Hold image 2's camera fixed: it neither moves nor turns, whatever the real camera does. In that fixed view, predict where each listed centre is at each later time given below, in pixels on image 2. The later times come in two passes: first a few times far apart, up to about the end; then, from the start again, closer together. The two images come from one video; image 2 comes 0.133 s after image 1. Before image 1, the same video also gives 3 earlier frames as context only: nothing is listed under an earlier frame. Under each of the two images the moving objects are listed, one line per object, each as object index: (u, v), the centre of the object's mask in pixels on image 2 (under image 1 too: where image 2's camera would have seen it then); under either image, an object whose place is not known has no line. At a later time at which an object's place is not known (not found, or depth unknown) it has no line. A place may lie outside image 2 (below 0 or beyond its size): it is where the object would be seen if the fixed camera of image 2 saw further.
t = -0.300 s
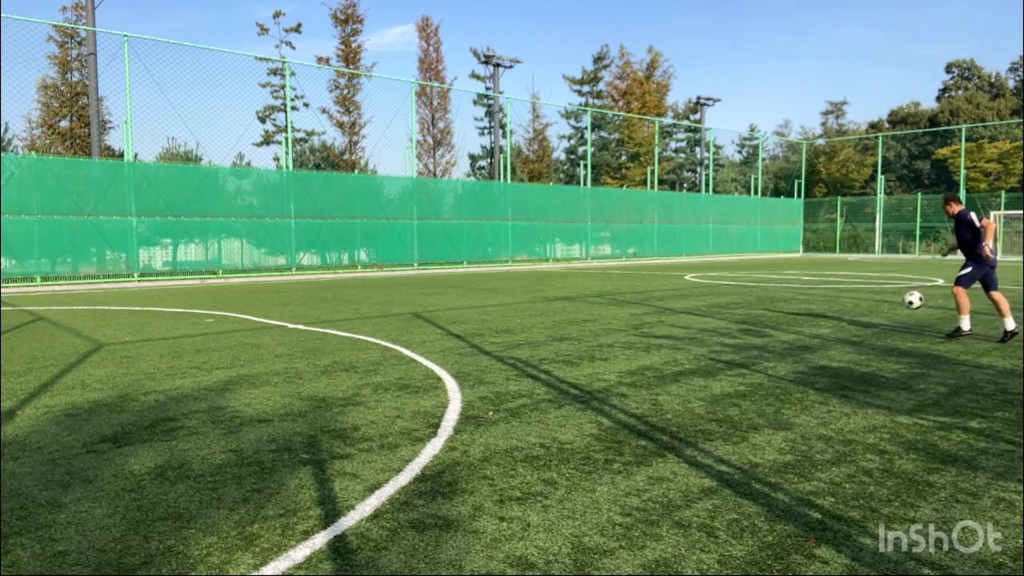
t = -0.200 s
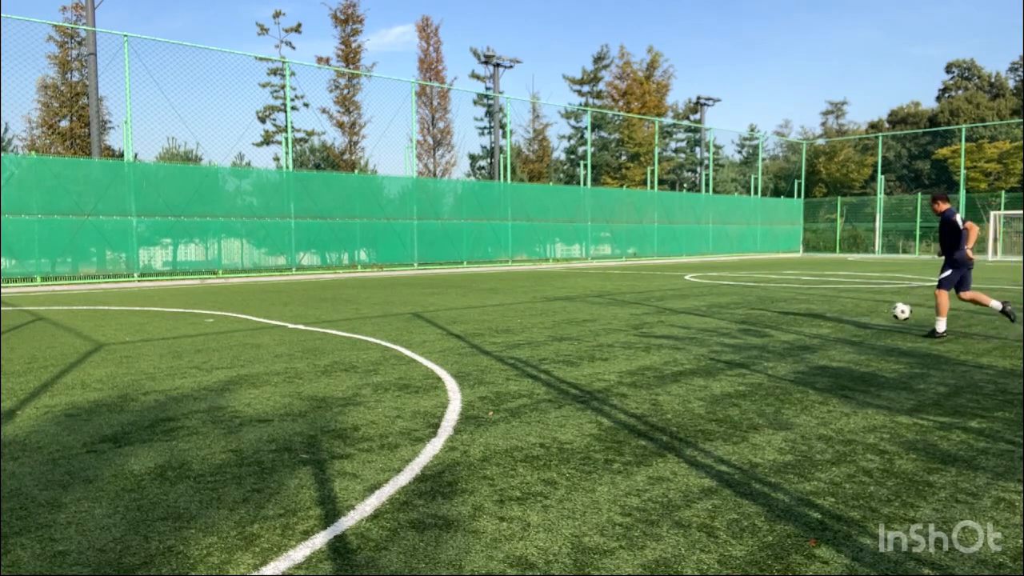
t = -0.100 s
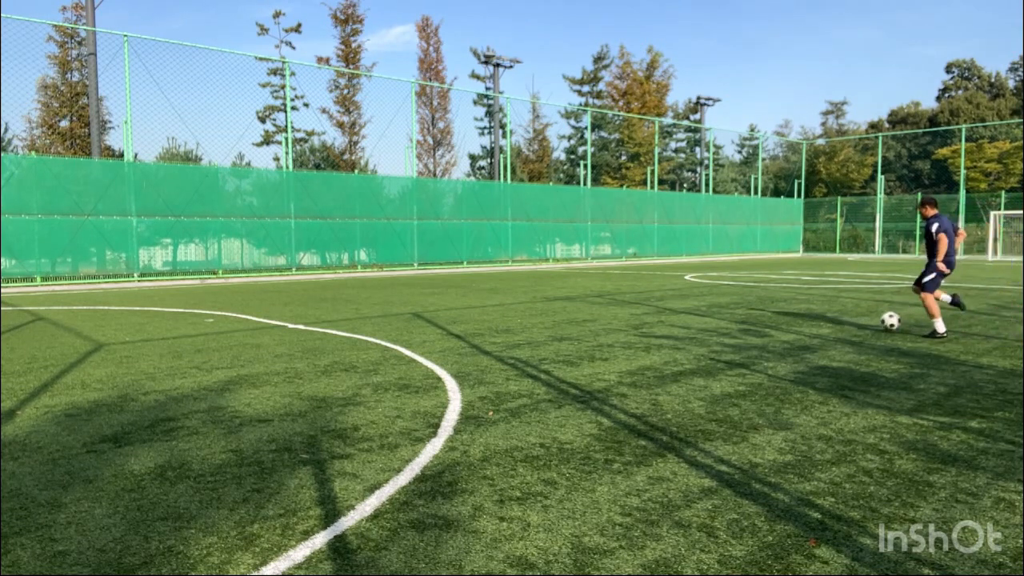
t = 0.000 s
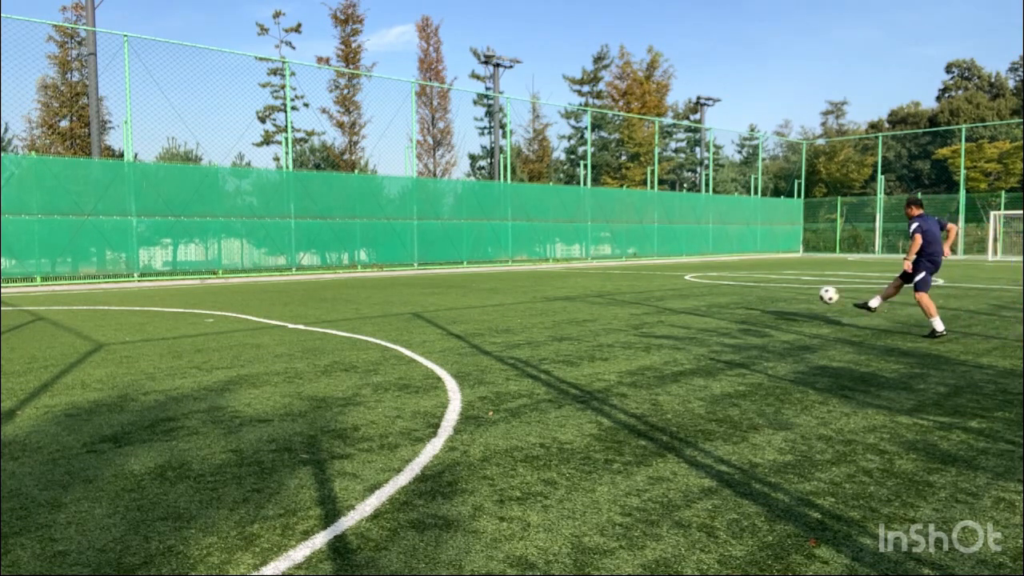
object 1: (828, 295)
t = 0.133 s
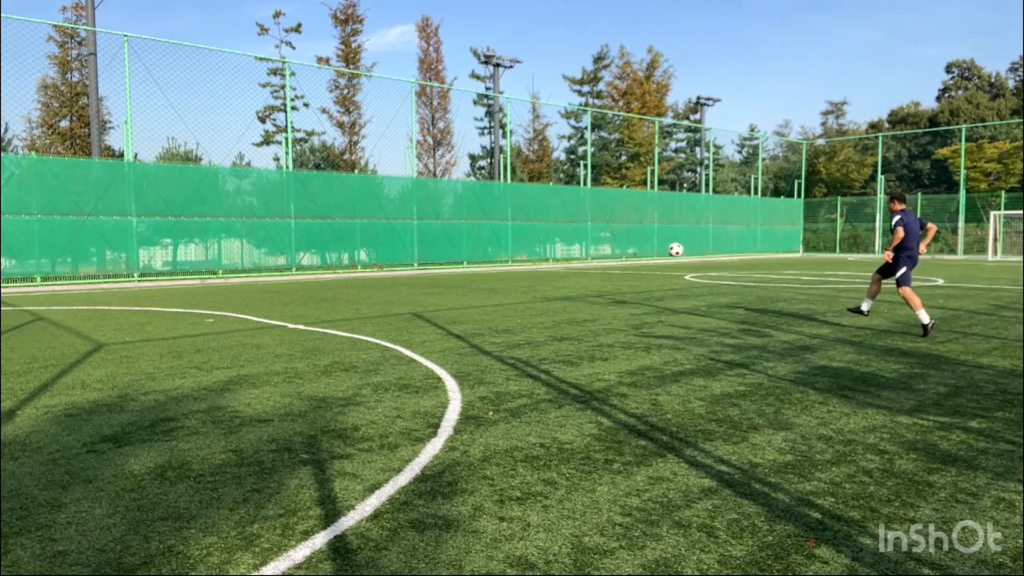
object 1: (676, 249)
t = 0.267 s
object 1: (564, 224)
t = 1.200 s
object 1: (266, 259)
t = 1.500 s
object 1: (271, 262)
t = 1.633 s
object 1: (272, 255)
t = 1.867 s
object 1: (275, 260)
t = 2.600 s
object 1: (291, 281)
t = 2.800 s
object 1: (294, 274)
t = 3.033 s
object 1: (299, 282)
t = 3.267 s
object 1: (304, 282)
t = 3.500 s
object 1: (310, 285)
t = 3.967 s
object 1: (319, 287)
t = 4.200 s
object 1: (324, 288)
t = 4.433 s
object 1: (328, 289)
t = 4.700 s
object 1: (332, 290)
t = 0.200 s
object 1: (616, 235)
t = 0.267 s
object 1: (564, 224)
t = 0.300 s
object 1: (542, 219)
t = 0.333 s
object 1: (520, 216)
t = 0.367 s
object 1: (499, 213)
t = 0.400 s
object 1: (480, 211)
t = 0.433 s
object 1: (461, 210)
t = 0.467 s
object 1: (445, 209)
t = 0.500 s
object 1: (428, 208)
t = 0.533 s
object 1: (413, 208)
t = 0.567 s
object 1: (399, 209)
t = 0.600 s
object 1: (385, 209)
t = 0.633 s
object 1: (372, 210)
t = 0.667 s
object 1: (360, 211)
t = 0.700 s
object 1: (349, 213)
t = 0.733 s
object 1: (337, 215)
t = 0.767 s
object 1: (327, 217)
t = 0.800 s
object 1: (317, 219)
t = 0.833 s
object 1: (308, 223)
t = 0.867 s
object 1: (299, 225)
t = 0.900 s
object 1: (291, 229)
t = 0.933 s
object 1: (282, 232)
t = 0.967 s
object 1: (275, 235)
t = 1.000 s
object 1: (267, 239)
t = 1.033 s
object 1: (262, 243)
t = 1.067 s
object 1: (263, 245)
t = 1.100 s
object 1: (264, 248)
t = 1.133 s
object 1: (264, 252)
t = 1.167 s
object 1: (265, 255)
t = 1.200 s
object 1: (266, 259)
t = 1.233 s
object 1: (266, 263)
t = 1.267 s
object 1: (267, 268)
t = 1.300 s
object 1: (268, 272)
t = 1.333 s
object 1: (268, 278)
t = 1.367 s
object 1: (269, 273)
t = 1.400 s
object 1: (269, 270)
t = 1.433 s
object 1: (270, 267)
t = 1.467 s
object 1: (270, 265)
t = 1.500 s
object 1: (271, 262)
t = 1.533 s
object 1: (271, 260)
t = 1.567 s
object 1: (271, 258)
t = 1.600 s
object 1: (271, 256)
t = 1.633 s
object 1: (272, 255)
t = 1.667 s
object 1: (272, 255)
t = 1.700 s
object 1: (273, 255)
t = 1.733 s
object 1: (273, 255)
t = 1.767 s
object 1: (274, 255)
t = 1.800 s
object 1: (274, 257)
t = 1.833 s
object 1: (275, 258)
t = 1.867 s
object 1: (275, 260)
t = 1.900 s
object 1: (276, 262)
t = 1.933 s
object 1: (276, 265)
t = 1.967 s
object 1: (277, 268)
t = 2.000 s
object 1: (277, 271)
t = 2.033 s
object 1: (278, 276)
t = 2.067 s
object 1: (278, 279)
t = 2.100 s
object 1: (279, 277)
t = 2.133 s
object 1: (279, 274)
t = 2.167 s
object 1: (281, 271)
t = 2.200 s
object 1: (282, 269)
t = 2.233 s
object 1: (282, 268)
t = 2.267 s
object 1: (283, 267)
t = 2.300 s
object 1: (283, 267)
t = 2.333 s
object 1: (284, 266)
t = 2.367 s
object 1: (285, 266)
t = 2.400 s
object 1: (285, 267)
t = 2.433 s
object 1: (286, 268)
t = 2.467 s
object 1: (287, 269)
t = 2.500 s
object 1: (289, 271)
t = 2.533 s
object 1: (290, 274)
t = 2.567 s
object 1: (289, 277)
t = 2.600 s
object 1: (291, 281)
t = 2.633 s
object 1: (291, 280)
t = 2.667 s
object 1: (291, 278)
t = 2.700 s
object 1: (292, 277)
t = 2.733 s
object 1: (293, 275)
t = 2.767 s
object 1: (294, 274)
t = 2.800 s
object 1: (294, 274)
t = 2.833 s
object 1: (295, 274)
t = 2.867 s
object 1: (295, 274)
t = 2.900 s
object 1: (295, 276)
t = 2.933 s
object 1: (297, 277)
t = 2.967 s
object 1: (298, 281)
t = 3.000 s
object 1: (299, 282)
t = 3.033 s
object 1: (299, 282)
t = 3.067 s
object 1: (300, 281)
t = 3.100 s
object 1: (300, 281)
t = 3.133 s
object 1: (301, 280)
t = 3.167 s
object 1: (302, 280)
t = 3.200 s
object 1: (304, 281)
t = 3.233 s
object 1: (304, 281)
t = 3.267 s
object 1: (304, 282)
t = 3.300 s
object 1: (305, 284)
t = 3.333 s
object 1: (306, 283)
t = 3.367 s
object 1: (307, 283)
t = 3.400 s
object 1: (307, 283)
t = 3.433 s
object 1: (308, 283)
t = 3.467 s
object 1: (309, 284)
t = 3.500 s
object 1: (310, 285)
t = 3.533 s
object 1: (311, 285)
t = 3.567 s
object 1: (311, 284)
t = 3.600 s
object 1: (312, 285)
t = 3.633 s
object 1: (313, 286)
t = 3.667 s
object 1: (314, 285)
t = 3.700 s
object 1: (314, 286)
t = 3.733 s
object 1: (315, 286)
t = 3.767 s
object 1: (315, 286)
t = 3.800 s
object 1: (316, 286)
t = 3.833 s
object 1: (317, 287)
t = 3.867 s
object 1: (317, 287)
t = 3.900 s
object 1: (318, 287)
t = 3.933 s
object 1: (319, 287)
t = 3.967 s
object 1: (319, 287)
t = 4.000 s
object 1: (320, 287)
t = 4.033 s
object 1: (321, 287)
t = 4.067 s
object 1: (321, 287)
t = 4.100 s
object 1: (322, 287)
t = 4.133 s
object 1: (323, 287)
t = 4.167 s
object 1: (323, 288)
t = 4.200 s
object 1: (324, 288)
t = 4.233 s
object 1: (324, 288)
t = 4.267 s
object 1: (325, 288)
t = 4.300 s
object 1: (325, 288)
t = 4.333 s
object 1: (326, 288)
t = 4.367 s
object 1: (327, 288)
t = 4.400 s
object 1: (327, 288)
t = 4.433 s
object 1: (328, 289)
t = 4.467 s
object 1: (328, 289)
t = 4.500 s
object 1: (329, 289)
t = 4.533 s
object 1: (329, 289)
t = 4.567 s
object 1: (330, 289)
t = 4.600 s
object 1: (330, 289)
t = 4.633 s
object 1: (331, 289)
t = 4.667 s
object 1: (332, 289)
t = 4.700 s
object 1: (332, 290)
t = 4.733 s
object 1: (333, 289)
